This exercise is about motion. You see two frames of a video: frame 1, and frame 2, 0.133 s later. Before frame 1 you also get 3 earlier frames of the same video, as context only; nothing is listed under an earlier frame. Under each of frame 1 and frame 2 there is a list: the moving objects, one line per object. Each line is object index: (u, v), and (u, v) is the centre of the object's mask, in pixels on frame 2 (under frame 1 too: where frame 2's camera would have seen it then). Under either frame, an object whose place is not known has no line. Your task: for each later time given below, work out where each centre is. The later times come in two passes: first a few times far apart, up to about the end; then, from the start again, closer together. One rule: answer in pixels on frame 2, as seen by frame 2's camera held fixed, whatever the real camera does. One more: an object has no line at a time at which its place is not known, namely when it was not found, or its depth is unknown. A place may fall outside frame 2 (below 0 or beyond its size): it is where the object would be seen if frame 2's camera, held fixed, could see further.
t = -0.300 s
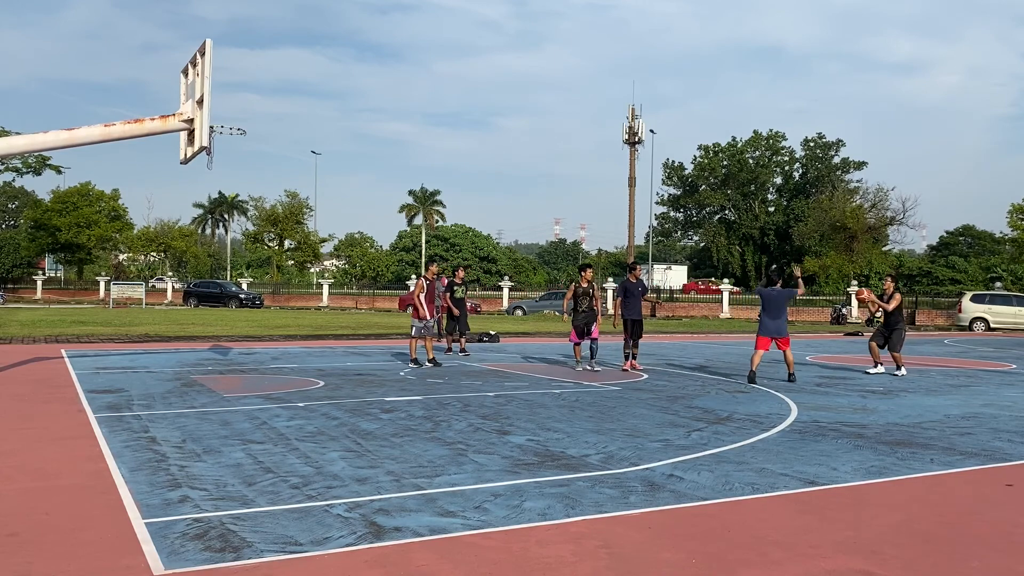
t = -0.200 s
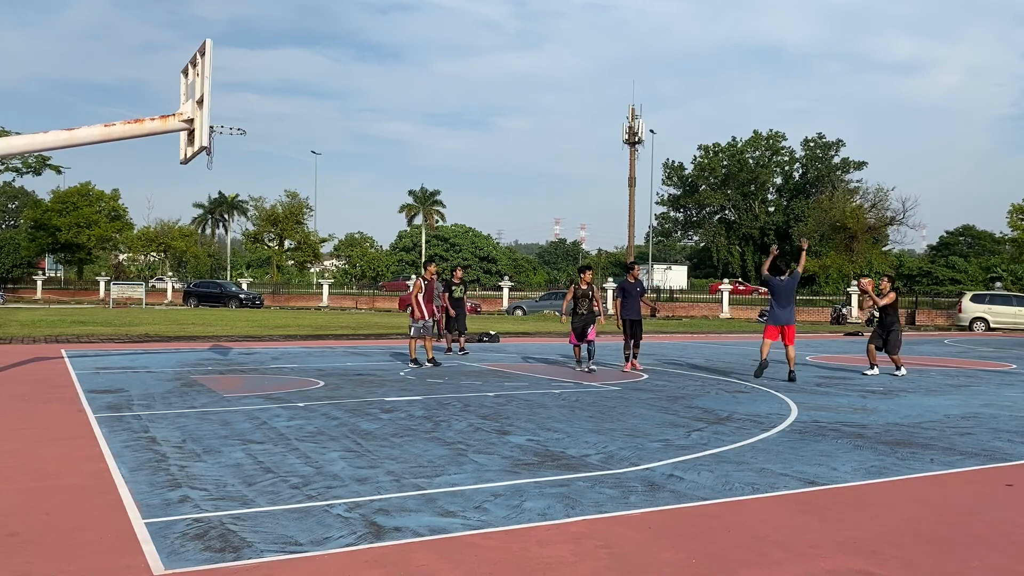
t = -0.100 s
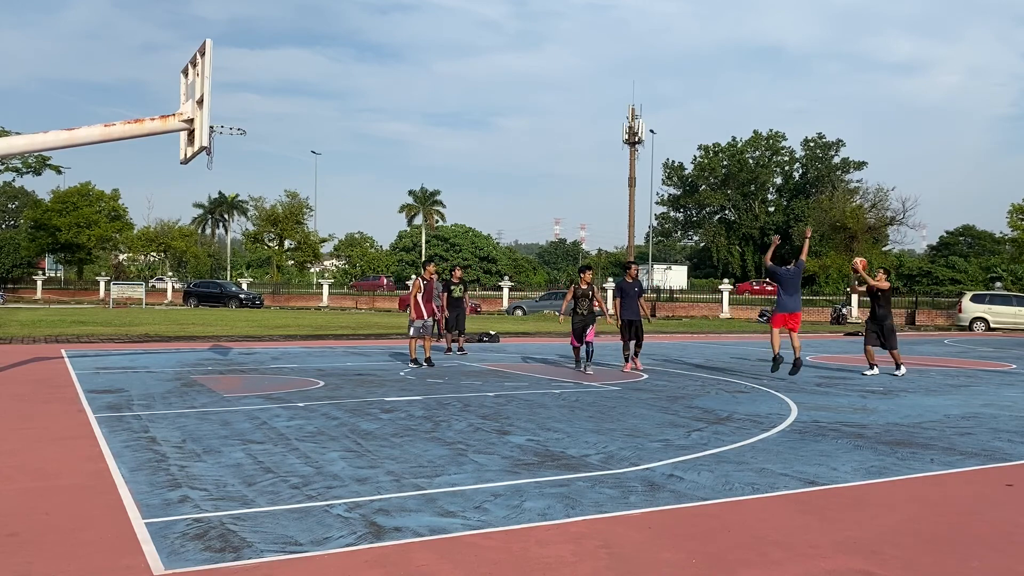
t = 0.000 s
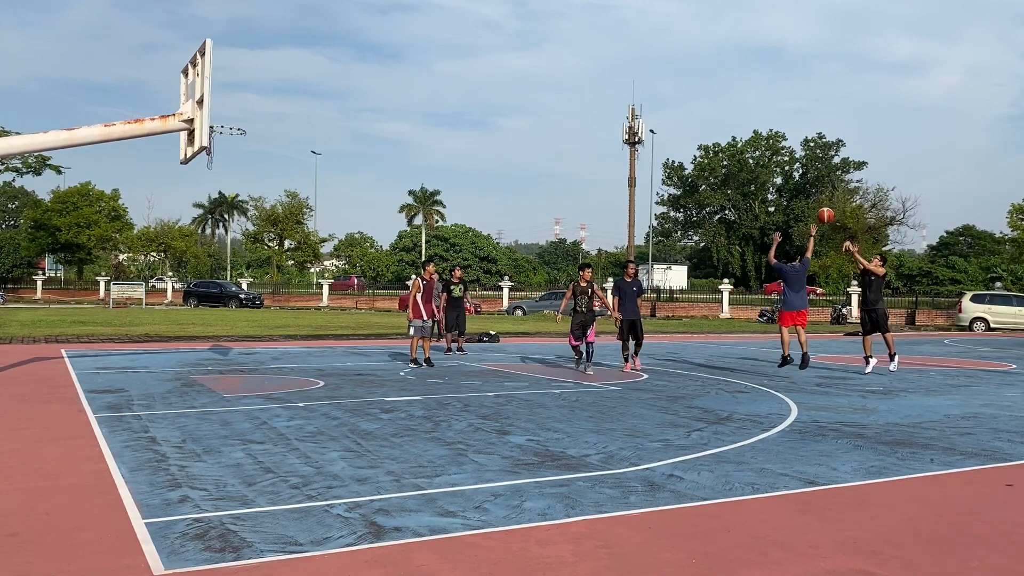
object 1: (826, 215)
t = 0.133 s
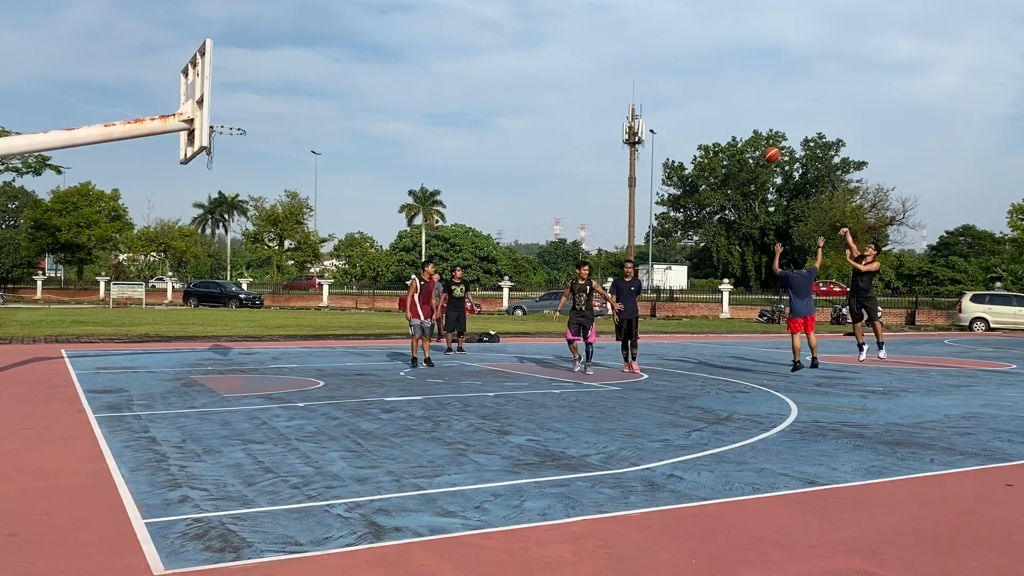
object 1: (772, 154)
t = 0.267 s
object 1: (716, 105)
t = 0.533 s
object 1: (601, 39)
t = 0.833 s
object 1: (464, 25)
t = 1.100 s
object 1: (335, 68)
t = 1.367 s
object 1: (246, 137)
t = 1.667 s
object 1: (262, 191)
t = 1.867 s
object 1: (268, 251)
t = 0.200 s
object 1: (744, 128)
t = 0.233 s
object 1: (730, 117)
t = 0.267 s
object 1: (716, 105)
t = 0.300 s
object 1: (702, 94)
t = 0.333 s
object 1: (688, 84)
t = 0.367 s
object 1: (673, 75)
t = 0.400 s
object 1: (659, 66)
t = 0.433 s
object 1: (645, 58)
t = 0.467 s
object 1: (631, 51)
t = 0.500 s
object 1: (616, 45)
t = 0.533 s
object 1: (601, 39)
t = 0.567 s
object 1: (586, 35)
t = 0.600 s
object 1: (571, 31)
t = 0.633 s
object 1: (556, 28)
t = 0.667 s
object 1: (541, 25)
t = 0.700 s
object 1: (526, 24)
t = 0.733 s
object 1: (510, 23)
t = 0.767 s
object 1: (495, 23)
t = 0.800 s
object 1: (479, 24)
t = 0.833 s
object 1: (464, 25)
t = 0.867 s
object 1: (448, 28)
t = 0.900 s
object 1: (432, 31)
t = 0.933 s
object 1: (416, 35)
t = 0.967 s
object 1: (400, 40)
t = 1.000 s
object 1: (384, 46)
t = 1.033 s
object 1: (367, 52)
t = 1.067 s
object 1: (351, 60)
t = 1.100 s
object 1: (335, 68)
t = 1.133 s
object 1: (318, 77)
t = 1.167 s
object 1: (301, 87)
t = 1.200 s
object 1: (285, 98)
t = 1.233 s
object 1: (268, 110)
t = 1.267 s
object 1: (251, 123)
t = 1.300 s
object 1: (242, 132)
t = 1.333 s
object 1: (244, 134)
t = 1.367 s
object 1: (246, 137)
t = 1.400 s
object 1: (248, 141)
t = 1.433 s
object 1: (250, 145)
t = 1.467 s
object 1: (252, 150)
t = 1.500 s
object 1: (254, 155)
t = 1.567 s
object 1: (257, 168)
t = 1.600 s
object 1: (259, 175)
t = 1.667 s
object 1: (262, 191)
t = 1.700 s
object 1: (264, 200)
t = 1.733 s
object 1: (264, 209)
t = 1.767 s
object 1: (265, 219)
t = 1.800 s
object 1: (266, 229)
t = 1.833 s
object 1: (267, 239)
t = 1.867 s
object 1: (268, 251)
